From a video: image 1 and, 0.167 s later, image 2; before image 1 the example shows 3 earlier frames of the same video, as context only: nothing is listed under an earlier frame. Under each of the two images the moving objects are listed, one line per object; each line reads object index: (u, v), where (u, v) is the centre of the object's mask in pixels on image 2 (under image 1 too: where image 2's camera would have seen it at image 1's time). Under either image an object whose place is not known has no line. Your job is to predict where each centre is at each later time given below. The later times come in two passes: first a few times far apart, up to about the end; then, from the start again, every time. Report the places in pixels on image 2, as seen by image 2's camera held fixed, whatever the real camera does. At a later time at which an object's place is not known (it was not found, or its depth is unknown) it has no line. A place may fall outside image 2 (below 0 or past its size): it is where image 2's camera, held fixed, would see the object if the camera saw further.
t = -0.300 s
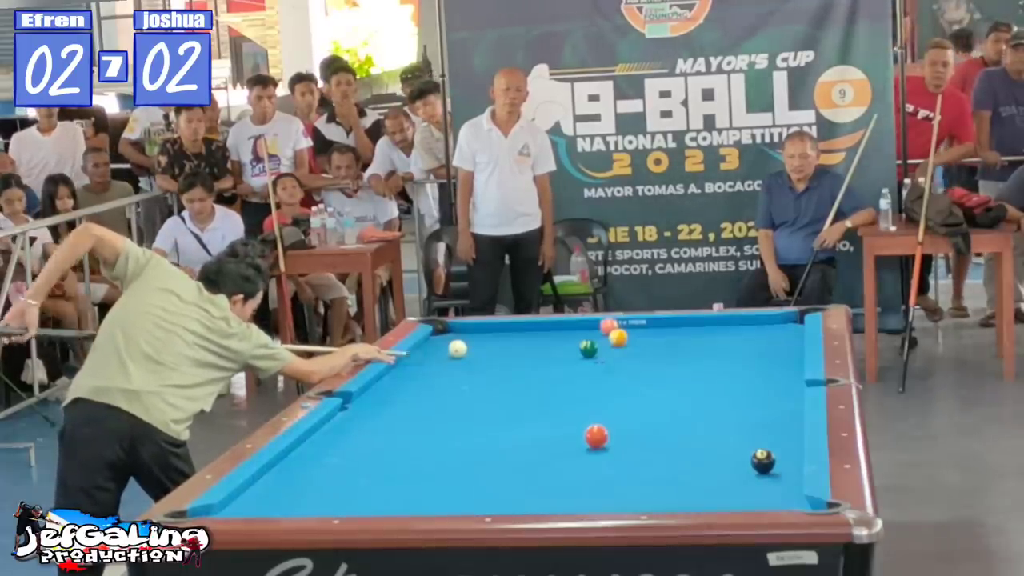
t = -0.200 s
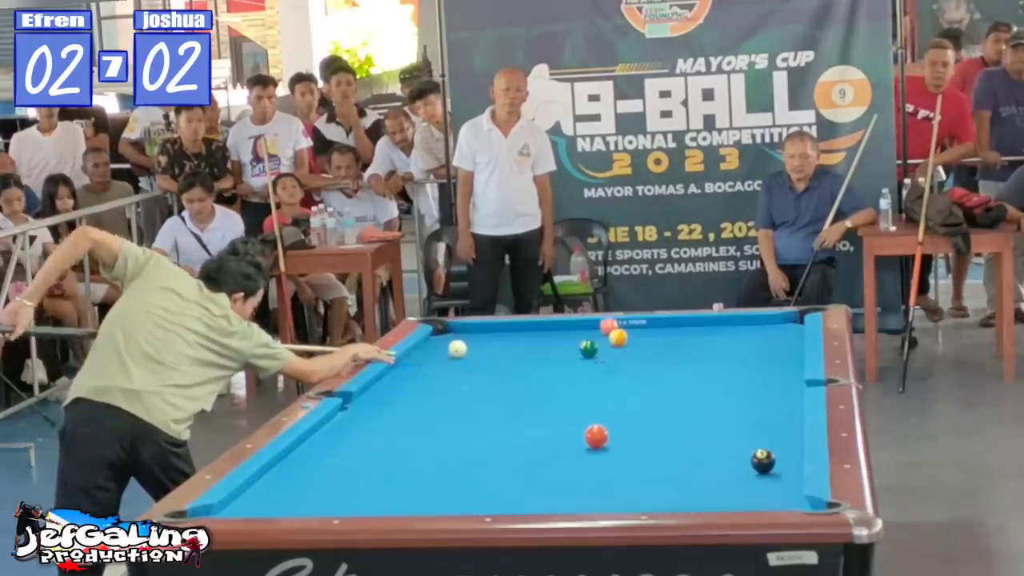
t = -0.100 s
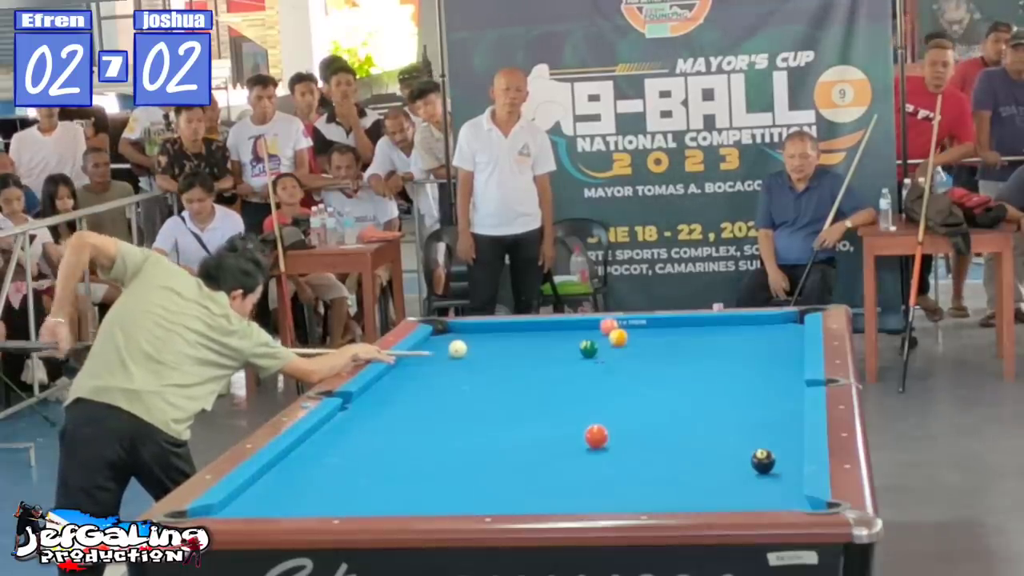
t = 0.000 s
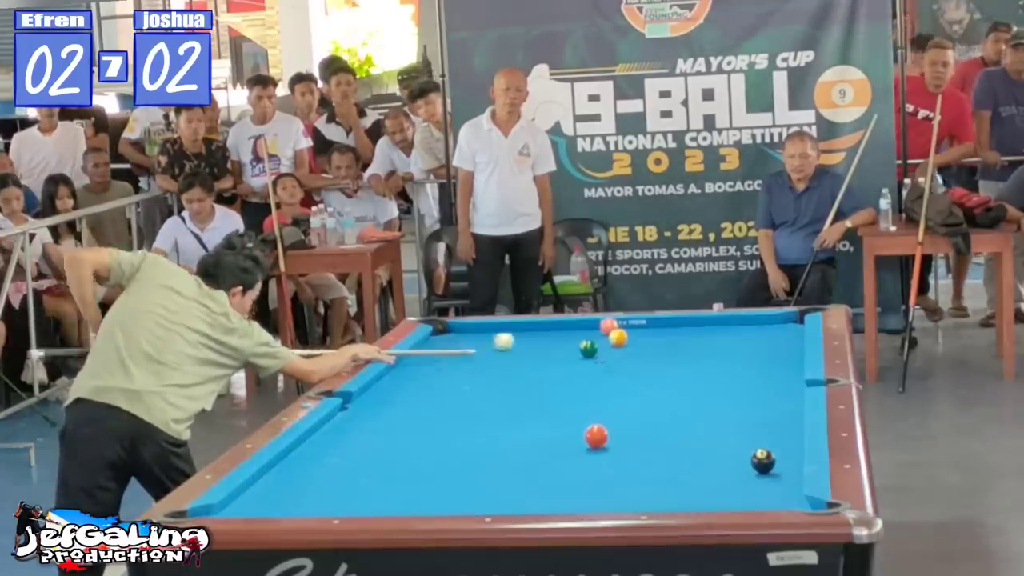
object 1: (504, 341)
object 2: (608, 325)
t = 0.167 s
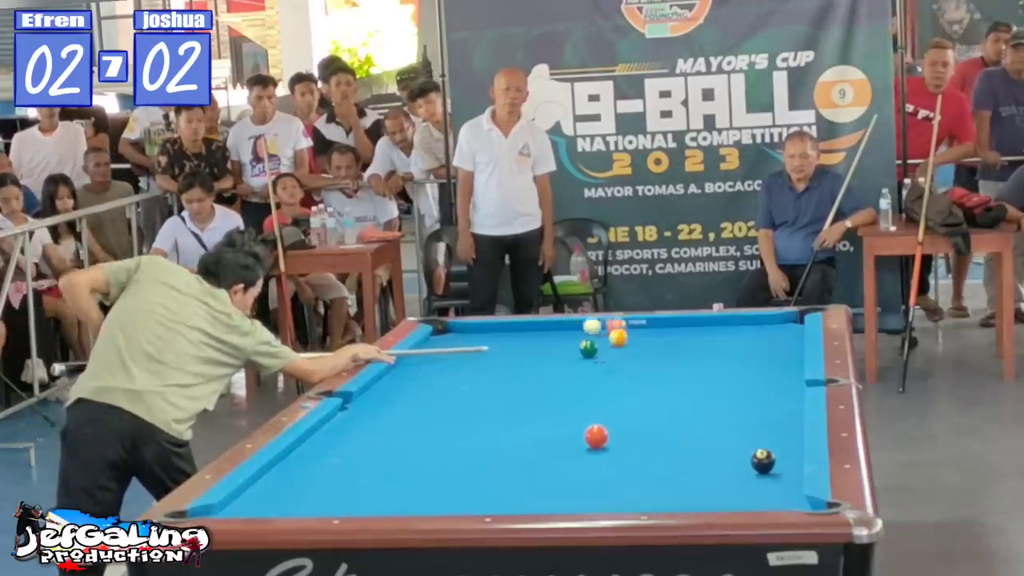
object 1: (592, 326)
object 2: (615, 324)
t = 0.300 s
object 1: (585, 324)
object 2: (680, 322)
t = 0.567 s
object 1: (550, 331)
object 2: (784, 317)
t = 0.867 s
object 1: (509, 338)
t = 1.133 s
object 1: (474, 344)
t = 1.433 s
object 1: (435, 352)
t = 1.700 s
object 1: (408, 358)
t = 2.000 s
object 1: (418, 363)
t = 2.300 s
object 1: (427, 368)
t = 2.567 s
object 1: (434, 371)
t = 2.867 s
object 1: (443, 375)
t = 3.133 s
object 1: (450, 378)
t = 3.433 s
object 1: (456, 382)
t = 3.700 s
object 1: (462, 385)
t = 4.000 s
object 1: (467, 387)
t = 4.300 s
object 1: (471, 390)
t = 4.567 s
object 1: (475, 391)
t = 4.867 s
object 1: (478, 393)
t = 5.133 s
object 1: (481, 394)
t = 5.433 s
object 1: (483, 395)
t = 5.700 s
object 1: (485, 395)
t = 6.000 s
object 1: (485, 396)
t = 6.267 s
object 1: (485, 396)
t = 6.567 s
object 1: (485, 396)
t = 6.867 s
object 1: (485, 396)
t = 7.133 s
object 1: (485, 396)
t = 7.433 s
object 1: (485, 396)
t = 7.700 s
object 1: (485, 396)
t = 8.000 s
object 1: (485, 395)
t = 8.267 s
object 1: (485, 395)
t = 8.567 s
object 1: (485, 396)
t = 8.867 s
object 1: (485, 396)
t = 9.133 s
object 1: (485, 396)
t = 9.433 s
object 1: (485, 396)
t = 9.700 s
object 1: (485, 396)
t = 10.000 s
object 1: (485, 396)
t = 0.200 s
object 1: (592, 325)
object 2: (633, 325)
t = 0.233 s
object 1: (591, 323)
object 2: (649, 324)
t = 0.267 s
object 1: (590, 323)
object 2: (665, 323)
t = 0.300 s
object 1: (585, 324)
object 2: (680, 322)
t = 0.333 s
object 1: (581, 325)
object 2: (694, 322)
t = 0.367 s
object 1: (576, 325)
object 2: (707, 322)
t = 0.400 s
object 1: (572, 326)
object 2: (720, 321)
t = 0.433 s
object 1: (567, 327)
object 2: (733, 319)
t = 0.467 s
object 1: (563, 328)
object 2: (746, 319)
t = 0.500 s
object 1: (559, 329)
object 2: (759, 318)
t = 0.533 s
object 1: (554, 330)
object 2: (772, 317)
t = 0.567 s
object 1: (550, 331)
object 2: (784, 317)
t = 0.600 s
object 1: (545, 332)
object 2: (797, 316)
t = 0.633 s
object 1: (541, 332)
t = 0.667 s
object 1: (536, 333)
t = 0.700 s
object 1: (532, 334)
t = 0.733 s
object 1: (527, 334)
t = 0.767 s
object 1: (523, 336)
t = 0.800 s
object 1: (518, 336)
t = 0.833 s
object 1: (514, 337)
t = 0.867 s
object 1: (509, 338)
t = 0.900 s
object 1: (505, 339)
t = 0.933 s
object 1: (501, 339)
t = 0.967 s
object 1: (496, 340)
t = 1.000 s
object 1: (492, 341)
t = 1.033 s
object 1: (487, 342)
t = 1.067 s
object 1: (483, 343)
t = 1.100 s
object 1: (478, 344)
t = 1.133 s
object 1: (474, 344)
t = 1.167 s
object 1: (470, 345)
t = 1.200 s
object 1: (465, 346)
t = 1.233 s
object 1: (461, 347)
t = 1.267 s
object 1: (457, 348)
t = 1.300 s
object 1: (452, 349)
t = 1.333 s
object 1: (448, 350)
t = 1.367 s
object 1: (443, 350)
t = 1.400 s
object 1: (439, 351)
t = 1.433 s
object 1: (435, 352)
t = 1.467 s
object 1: (430, 353)
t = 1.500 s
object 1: (426, 354)
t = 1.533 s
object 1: (422, 354)
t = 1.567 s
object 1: (417, 355)
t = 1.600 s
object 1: (413, 356)
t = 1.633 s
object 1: (409, 357)
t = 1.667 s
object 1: (407, 357)
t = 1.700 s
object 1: (408, 358)
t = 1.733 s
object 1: (409, 358)
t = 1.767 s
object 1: (410, 359)
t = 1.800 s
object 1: (411, 360)
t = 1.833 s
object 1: (412, 360)
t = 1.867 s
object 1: (413, 361)
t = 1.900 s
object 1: (414, 361)
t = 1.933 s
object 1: (415, 362)
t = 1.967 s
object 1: (417, 362)
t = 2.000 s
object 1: (418, 363)
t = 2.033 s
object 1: (418, 363)
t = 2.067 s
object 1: (420, 364)
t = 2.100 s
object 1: (420, 364)
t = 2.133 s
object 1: (421, 365)
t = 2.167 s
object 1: (423, 365)
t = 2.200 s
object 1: (424, 366)
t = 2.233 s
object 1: (425, 367)
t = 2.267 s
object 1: (426, 367)
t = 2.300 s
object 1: (427, 368)
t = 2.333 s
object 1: (428, 368)
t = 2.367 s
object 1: (429, 368)
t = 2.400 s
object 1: (430, 369)
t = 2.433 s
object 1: (431, 370)
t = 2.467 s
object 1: (432, 370)
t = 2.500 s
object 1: (433, 371)
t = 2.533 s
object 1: (434, 371)
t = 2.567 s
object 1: (434, 371)
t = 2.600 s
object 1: (435, 372)
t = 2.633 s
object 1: (436, 372)
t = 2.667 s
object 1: (437, 372)
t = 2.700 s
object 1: (438, 373)
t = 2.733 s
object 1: (439, 373)
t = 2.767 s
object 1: (440, 373)
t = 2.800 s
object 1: (441, 374)
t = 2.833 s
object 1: (442, 375)
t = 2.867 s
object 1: (443, 375)
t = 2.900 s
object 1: (444, 375)
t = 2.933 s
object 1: (445, 376)
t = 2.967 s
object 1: (445, 376)
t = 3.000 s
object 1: (446, 376)
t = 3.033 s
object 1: (447, 377)
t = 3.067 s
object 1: (448, 377)
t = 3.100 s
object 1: (449, 378)
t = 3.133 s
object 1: (450, 378)
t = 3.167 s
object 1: (450, 379)
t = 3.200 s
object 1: (451, 379)
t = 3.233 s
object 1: (452, 379)
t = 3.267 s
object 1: (453, 380)
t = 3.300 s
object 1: (453, 380)
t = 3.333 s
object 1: (454, 381)
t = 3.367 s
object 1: (455, 381)
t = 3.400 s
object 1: (455, 381)
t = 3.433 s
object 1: (456, 382)
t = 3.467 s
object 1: (457, 382)
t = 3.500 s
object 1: (458, 382)
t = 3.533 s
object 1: (458, 383)
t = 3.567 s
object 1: (459, 383)
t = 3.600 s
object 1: (460, 384)
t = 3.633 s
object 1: (460, 384)
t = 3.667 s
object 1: (461, 384)
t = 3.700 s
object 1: (462, 385)
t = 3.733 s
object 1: (462, 385)
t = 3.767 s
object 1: (463, 385)
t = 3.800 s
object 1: (463, 385)
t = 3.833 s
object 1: (464, 386)
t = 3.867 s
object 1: (465, 386)
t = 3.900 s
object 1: (465, 386)
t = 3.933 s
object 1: (466, 387)
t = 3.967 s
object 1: (466, 387)
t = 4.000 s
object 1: (467, 387)
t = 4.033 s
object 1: (467, 387)
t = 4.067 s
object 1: (468, 388)
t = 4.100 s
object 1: (469, 388)
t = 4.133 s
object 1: (469, 388)
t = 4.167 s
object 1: (469, 388)
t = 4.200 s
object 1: (470, 389)
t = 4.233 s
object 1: (470, 389)
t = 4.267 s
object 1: (471, 389)
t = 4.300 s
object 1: (471, 390)
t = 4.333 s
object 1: (472, 390)
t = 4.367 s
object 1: (472, 390)
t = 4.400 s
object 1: (473, 390)
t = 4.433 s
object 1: (473, 391)
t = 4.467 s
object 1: (474, 391)
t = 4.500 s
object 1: (474, 391)
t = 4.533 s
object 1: (474, 391)
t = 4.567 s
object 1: (475, 391)
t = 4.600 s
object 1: (475, 391)
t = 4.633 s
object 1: (476, 392)
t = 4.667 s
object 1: (476, 392)
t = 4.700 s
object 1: (477, 392)
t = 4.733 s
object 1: (477, 392)
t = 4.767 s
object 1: (477, 392)
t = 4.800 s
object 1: (478, 393)
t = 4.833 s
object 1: (478, 393)
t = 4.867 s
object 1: (478, 393)
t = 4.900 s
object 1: (479, 393)
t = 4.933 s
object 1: (479, 393)
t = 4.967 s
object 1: (480, 394)
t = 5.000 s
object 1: (480, 394)
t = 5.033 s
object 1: (480, 394)
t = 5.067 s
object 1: (480, 394)
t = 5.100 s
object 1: (481, 394)
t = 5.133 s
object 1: (481, 394)
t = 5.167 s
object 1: (481, 394)
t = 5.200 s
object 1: (482, 394)
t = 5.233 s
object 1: (482, 395)
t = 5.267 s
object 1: (482, 395)
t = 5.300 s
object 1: (482, 395)
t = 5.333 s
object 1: (483, 395)
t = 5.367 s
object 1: (483, 395)
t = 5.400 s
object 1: (483, 395)
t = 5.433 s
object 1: (483, 395)
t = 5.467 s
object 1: (484, 395)
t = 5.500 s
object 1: (484, 395)
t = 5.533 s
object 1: (484, 395)
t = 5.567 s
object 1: (484, 395)
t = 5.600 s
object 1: (485, 395)
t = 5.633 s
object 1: (485, 395)
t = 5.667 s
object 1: (485, 395)
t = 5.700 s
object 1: (485, 395)
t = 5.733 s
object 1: (485, 395)
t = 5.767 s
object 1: (485, 395)
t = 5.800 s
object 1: (485, 395)
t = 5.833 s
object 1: (485, 395)
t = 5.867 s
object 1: (485, 396)
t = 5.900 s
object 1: (485, 396)
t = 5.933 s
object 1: (485, 396)
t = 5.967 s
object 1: (485, 396)
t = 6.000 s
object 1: (485, 396)
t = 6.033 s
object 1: (485, 396)
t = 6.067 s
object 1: (485, 396)
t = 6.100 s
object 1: (485, 396)
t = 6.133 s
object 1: (485, 396)
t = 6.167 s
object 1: (485, 396)
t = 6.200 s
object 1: (485, 396)
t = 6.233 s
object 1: (485, 396)
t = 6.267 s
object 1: (485, 396)
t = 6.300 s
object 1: (485, 396)
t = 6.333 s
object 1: (485, 396)
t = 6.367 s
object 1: (485, 396)
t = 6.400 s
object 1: (485, 396)
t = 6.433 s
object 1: (485, 396)
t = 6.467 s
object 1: (485, 396)
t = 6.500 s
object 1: (485, 396)
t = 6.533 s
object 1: (485, 396)
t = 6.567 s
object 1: (485, 396)
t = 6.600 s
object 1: (485, 396)
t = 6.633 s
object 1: (485, 396)
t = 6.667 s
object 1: (485, 396)
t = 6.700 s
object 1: (485, 396)
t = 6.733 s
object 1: (485, 396)
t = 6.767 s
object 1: (485, 396)
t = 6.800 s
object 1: (485, 396)
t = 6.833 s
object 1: (485, 396)
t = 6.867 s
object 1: (485, 396)
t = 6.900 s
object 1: (485, 396)
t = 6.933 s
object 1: (485, 396)
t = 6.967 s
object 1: (485, 396)
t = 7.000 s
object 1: (485, 396)
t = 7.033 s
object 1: (485, 396)
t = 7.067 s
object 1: (485, 396)
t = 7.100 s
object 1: (485, 396)
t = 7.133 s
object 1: (485, 396)
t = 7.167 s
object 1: (485, 396)
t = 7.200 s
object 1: (485, 396)
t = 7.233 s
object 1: (485, 396)
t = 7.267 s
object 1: (485, 396)
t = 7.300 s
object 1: (485, 396)
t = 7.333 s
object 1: (485, 396)
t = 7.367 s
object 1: (485, 396)
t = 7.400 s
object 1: (485, 396)
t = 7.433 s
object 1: (485, 396)
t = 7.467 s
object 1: (484, 396)
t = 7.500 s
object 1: (485, 396)
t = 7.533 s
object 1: (485, 396)
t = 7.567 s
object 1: (485, 396)
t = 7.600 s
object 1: (485, 396)
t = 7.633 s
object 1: (485, 396)
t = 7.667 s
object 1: (485, 396)
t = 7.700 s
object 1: (485, 396)
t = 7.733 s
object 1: (485, 396)
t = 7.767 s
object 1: (485, 396)
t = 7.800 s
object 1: (485, 396)
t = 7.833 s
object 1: (485, 395)
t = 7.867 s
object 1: (485, 396)
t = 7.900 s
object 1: (485, 396)
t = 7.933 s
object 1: (485, 396)
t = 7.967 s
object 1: (485, 395)
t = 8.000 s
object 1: (485, 395)
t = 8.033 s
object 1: (485, 395)
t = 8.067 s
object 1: (485, 395)
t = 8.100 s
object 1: (485, 396)
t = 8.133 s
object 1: (485, 396)
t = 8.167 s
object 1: (485, 396)
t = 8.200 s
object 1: (485, 396)
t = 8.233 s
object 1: (485, 395)
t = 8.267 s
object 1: (485, 395)
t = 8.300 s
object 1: (485, 395)
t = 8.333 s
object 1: (485, 395)
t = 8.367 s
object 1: (485, 395)
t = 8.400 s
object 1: (485, 395)
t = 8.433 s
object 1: (485, 395)
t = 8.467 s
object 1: (485, 395)
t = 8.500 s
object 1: (485, 395)
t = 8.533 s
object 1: (485, 396)
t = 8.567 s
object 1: (485, 396)
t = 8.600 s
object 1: (485, 396)
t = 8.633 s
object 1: (485, 396)
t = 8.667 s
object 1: (485, 396)
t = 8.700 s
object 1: (485, 396)
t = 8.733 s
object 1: (485, 396)
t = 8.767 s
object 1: (485, 396)
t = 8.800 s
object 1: (485, 396)
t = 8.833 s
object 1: (485, 396)
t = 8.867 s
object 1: (485, 396)
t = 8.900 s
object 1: (485, 396)
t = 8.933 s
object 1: (485, 396)
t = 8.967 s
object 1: (485, 396)
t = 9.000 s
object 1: (485, 396)
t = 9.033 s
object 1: (485, 396)
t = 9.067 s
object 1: (485, 396)
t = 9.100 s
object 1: (485, 396)
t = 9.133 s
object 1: (485, 396)
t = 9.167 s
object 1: (485, 396)
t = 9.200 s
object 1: (485, 396)
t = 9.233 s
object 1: (485, 396)
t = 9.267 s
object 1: (485, 396)
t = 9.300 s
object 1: (485, 396)
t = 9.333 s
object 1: (485, 396)
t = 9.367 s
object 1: (485, 396)
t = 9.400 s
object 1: (485, 396)
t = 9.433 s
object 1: (485, 396)
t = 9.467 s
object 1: (485, 396)
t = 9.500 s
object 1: (485, 396)
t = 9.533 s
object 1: (485, 396)
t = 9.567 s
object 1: (485, 396)
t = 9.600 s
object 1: (485, 396)
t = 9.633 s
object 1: (485, 396)
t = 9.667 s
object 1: (485, 396)
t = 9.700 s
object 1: (485, 396)
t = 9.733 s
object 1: (485, 396)
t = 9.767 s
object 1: (485, 396)
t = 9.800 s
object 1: (485, 396)
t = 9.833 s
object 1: (485, 396)
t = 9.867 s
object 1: (485, 396)
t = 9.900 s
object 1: (485, 396)
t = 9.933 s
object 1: (485, 396)
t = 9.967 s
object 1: (485, 396)
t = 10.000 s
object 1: (485, 396)
